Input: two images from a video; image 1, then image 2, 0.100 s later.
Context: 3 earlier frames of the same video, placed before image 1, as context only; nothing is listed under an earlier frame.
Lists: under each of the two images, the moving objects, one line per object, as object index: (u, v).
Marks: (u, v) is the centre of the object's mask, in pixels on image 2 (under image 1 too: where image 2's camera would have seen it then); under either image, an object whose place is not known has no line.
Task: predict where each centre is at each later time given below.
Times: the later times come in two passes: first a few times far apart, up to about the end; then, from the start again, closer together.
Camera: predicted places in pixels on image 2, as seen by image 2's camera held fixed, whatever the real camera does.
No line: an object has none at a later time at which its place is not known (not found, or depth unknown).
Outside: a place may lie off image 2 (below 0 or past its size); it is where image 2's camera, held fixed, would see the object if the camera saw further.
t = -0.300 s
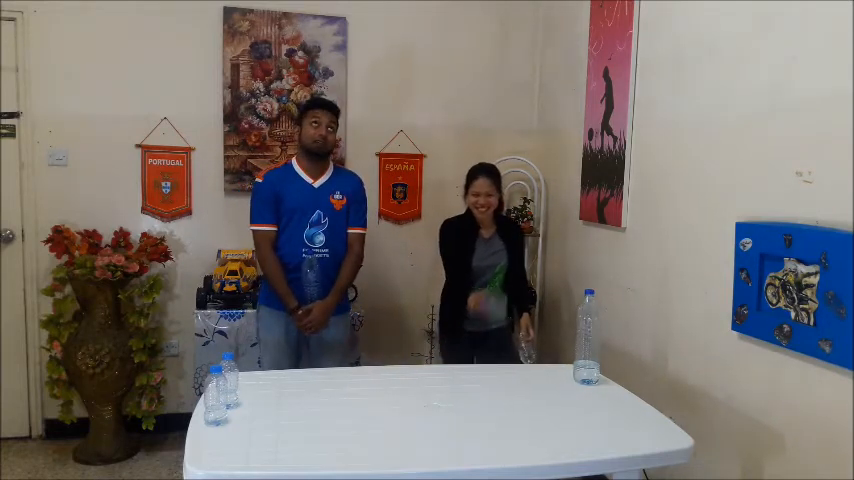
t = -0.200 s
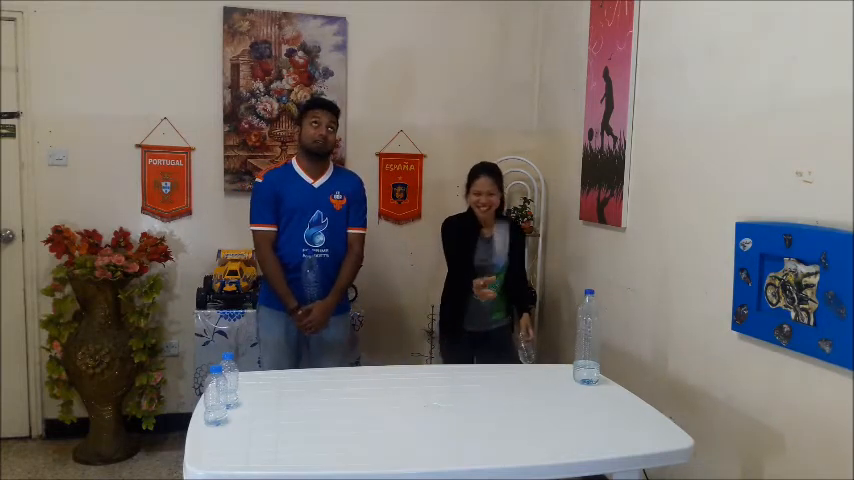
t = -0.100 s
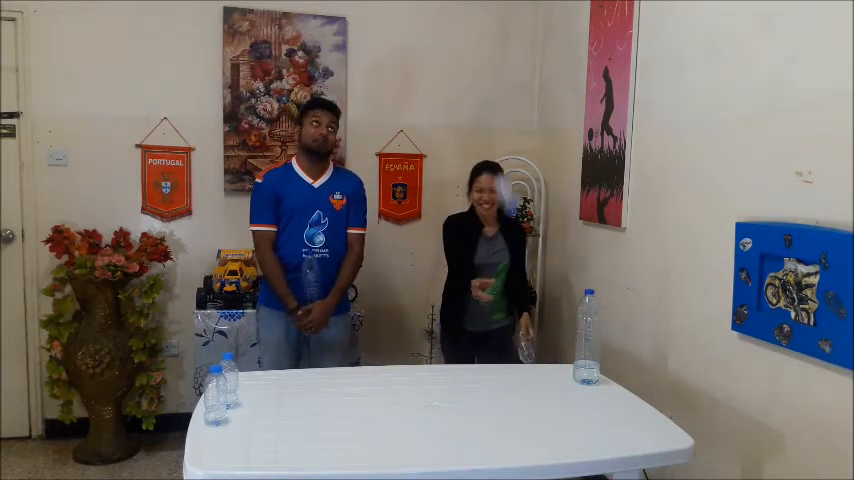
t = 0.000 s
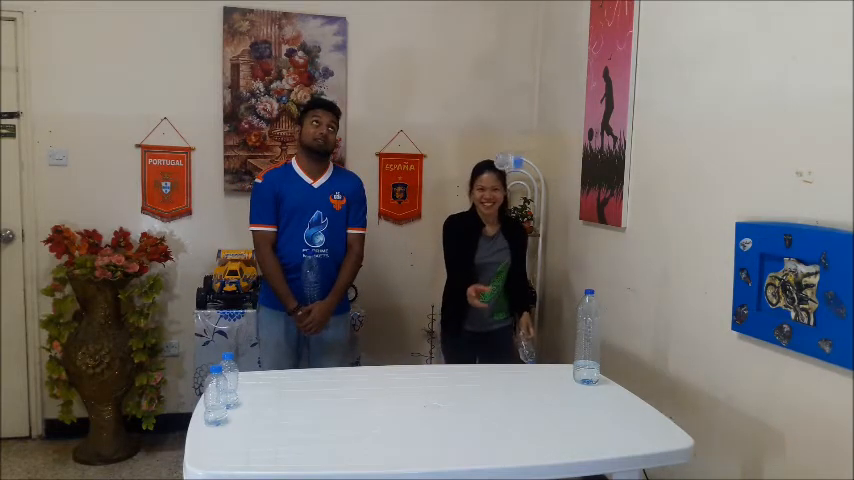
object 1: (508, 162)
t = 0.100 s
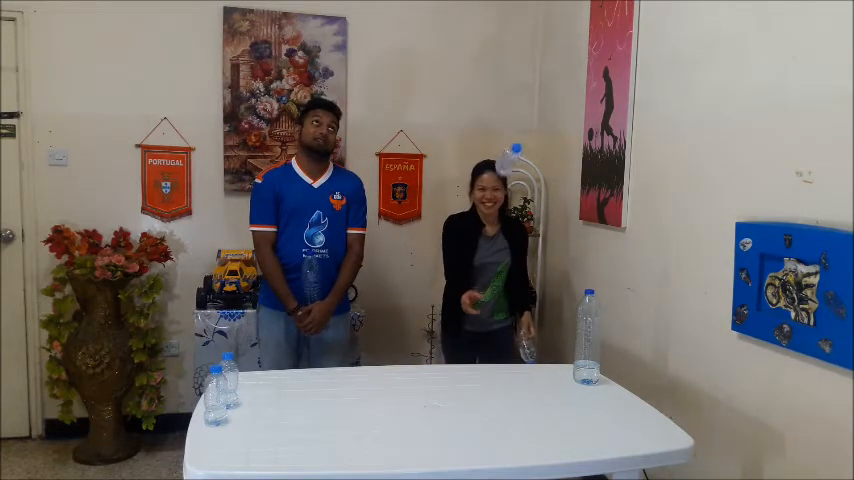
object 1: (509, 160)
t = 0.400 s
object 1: (504, 356)
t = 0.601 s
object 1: (486, 379)
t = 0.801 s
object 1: (482, 380)
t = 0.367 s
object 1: (503, 317)
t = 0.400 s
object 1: (504, 356)
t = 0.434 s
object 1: (500, 370)
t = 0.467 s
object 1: (499, 369)
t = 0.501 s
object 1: (496, 370)
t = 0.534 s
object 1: (493, 372)
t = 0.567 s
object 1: (489, 376)
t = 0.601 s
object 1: (486, 379)
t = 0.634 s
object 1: (486, 379)
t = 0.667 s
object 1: (484, 379)
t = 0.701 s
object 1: (483, 379)
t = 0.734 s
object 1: (482, 380)
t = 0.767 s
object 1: (482, 380)
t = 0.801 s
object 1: (482, 380)
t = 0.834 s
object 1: (482, 379)
